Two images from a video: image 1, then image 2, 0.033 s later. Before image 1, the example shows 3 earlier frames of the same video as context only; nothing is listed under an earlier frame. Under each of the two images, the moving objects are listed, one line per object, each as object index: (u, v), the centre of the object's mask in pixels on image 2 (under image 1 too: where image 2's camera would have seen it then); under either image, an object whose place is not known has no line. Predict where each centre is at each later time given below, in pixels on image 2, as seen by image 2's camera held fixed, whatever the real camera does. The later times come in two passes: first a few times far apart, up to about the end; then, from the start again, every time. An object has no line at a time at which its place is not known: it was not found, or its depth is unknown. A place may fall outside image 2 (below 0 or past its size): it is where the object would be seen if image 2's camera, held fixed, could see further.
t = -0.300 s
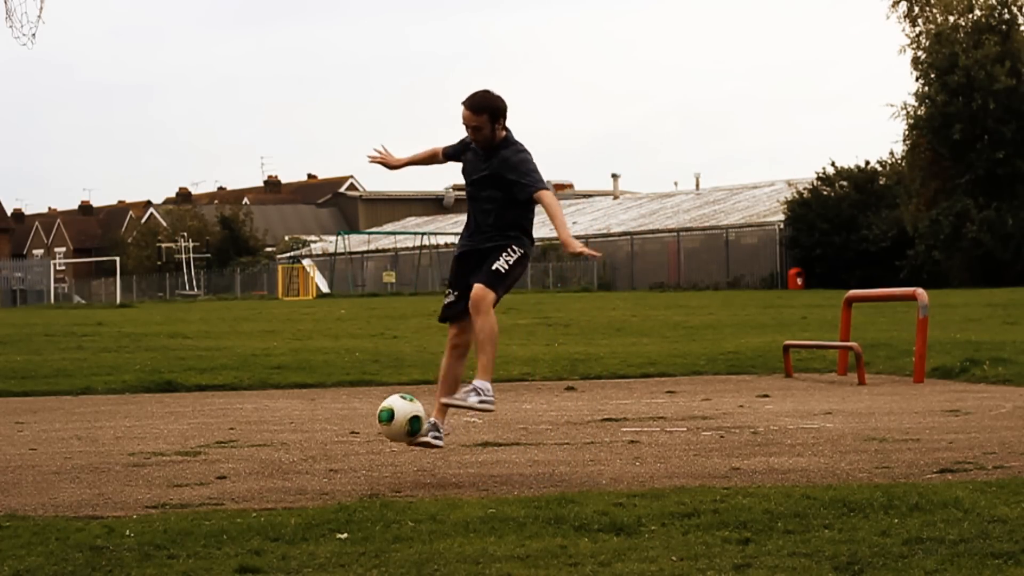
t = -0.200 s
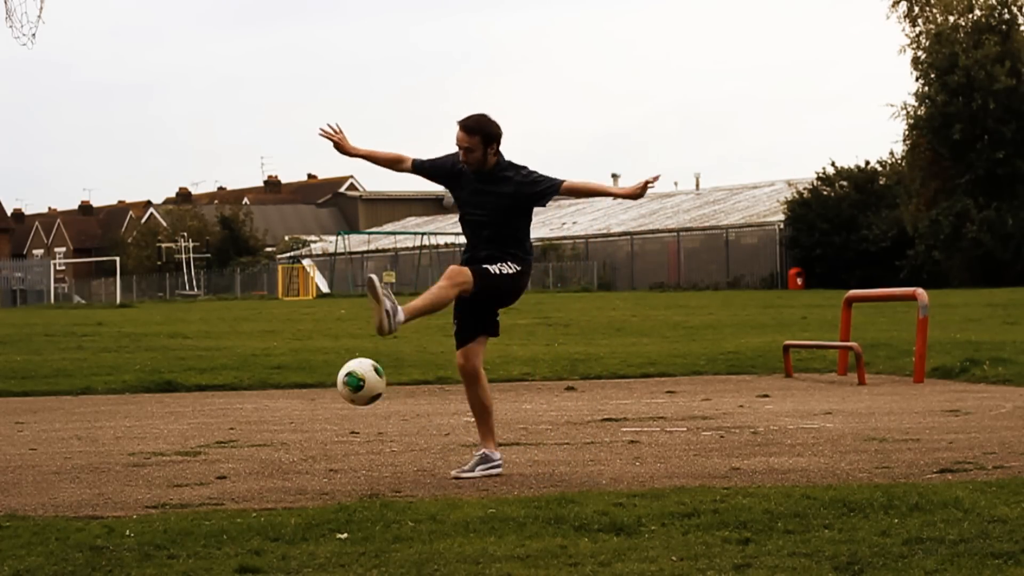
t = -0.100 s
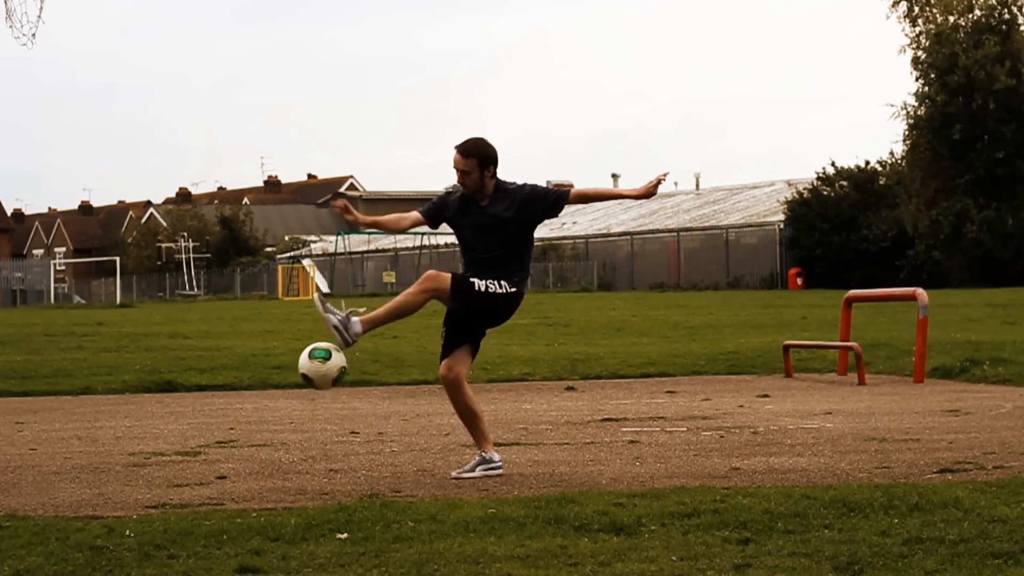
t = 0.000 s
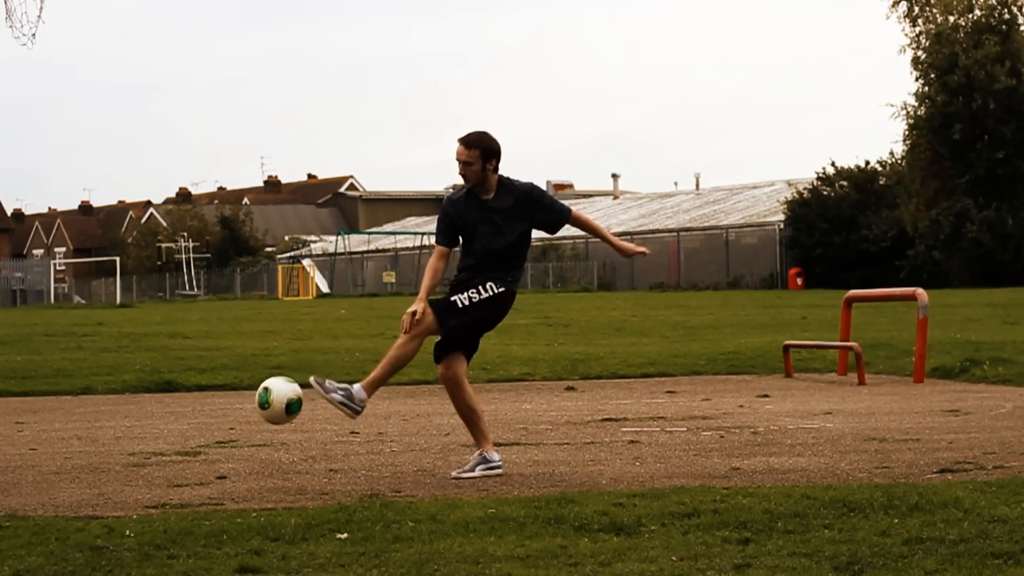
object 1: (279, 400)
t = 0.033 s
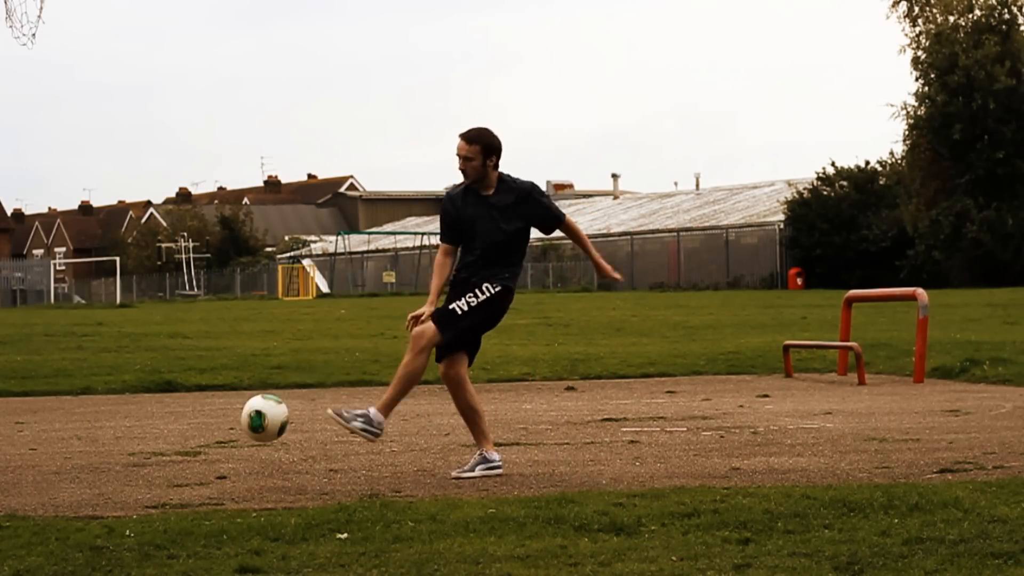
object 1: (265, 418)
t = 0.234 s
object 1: (200, 415)
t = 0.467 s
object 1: (141, 400)
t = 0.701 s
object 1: (85, 450)
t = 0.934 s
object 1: (28, 426)
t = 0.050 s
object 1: (258, 428)
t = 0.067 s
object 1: (250, 438)
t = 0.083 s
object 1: (244, 449)
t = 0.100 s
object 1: (237, 461)
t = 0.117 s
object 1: (231, 464)
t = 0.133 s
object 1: (227, 455)
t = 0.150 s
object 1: (222, 447)
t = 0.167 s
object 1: (218, 439)
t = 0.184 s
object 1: (213, 433)
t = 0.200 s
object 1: (209, 426)
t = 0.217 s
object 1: (205, 420)
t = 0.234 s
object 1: (200, 415)
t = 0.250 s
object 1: (196, 410)
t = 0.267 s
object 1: (192, 406)
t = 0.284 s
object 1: (188, 402)
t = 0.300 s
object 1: (183, 399)
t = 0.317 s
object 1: (179, 396)
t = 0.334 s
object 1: (175, 395)
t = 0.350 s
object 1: (170, 393)
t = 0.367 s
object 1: (166, 392)
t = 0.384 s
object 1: (162, 392)
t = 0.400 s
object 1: (157, 393)
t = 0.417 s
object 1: (154, 394)
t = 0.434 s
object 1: (149, 395)
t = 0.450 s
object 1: (145, 397)
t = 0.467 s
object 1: (141, 400)
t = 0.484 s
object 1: (137, 404)
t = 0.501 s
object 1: (133, 408)
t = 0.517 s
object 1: (129, 412)
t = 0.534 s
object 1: (125, 417)
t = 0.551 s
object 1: (121, 422)
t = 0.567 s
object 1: (117, 429)
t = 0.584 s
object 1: (113, 435)
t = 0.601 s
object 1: (109, 443)
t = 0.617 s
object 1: (105, 451)
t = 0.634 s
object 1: (101, 459)
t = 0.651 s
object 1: (97, 468)
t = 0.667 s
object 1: (93, 463)
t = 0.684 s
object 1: (89, 456)
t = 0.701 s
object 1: (85, 450)
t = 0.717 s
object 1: (80, 445)
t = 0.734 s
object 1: (76, 440)
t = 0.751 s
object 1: (72, 435)
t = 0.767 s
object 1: (68, 432)
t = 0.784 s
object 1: (64, 428)
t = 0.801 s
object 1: (60, 426)
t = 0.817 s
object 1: (56, 424)
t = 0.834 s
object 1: (52, 422)
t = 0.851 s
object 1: (48, 421)
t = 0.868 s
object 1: (44, 421)
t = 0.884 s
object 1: (40, 422)
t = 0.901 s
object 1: (36, 422)
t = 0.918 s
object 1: (32, 424)
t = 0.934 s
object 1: (28, 426)
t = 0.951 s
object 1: (24, 428)
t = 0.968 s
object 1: (21, 431)
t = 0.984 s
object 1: (18, 435)
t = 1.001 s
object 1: (16, 440)
